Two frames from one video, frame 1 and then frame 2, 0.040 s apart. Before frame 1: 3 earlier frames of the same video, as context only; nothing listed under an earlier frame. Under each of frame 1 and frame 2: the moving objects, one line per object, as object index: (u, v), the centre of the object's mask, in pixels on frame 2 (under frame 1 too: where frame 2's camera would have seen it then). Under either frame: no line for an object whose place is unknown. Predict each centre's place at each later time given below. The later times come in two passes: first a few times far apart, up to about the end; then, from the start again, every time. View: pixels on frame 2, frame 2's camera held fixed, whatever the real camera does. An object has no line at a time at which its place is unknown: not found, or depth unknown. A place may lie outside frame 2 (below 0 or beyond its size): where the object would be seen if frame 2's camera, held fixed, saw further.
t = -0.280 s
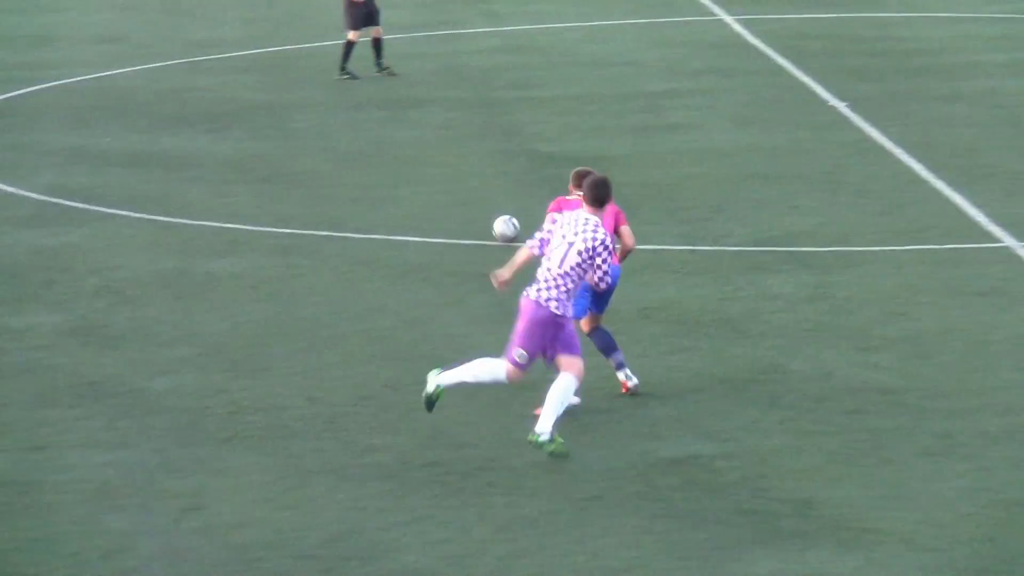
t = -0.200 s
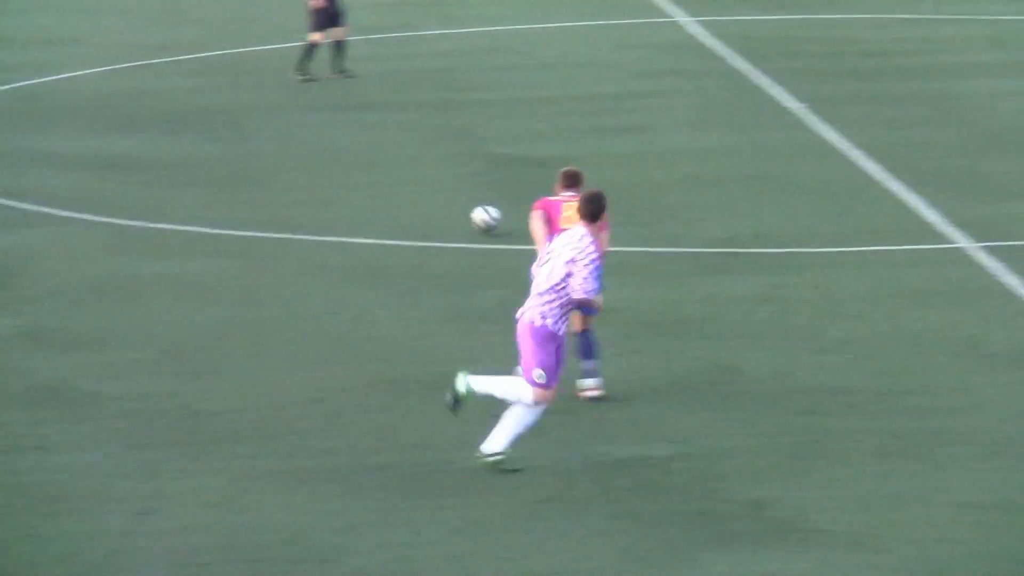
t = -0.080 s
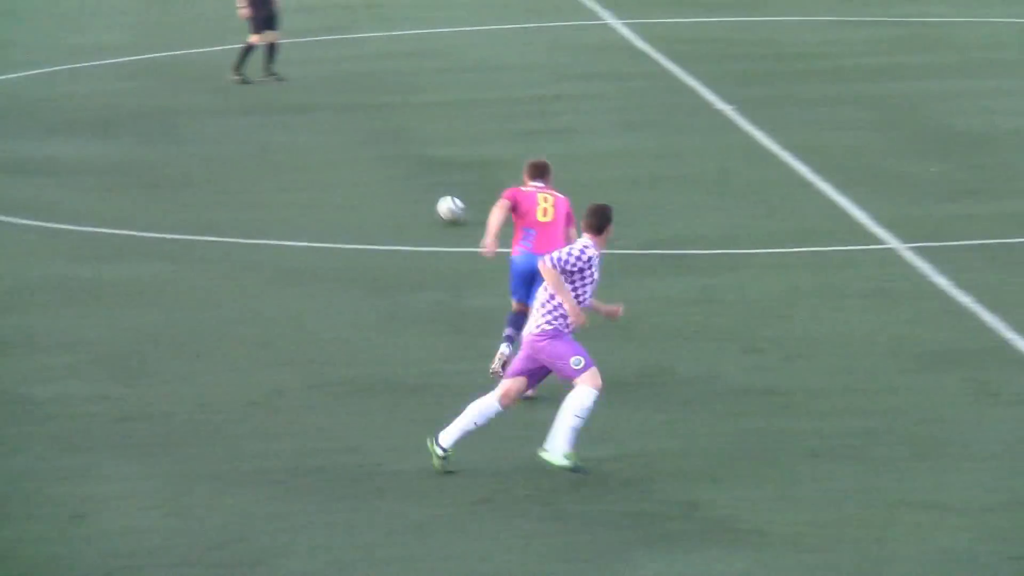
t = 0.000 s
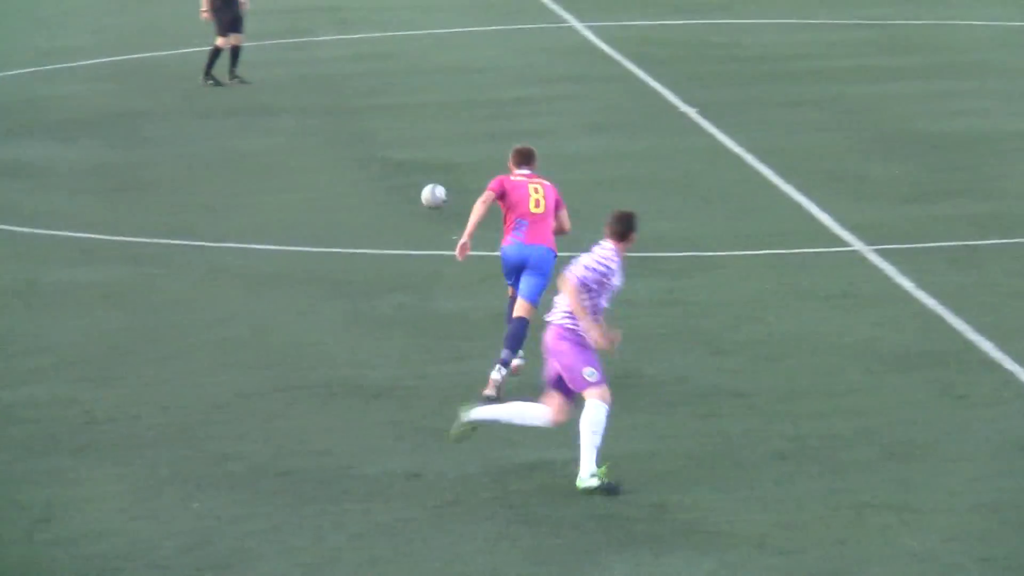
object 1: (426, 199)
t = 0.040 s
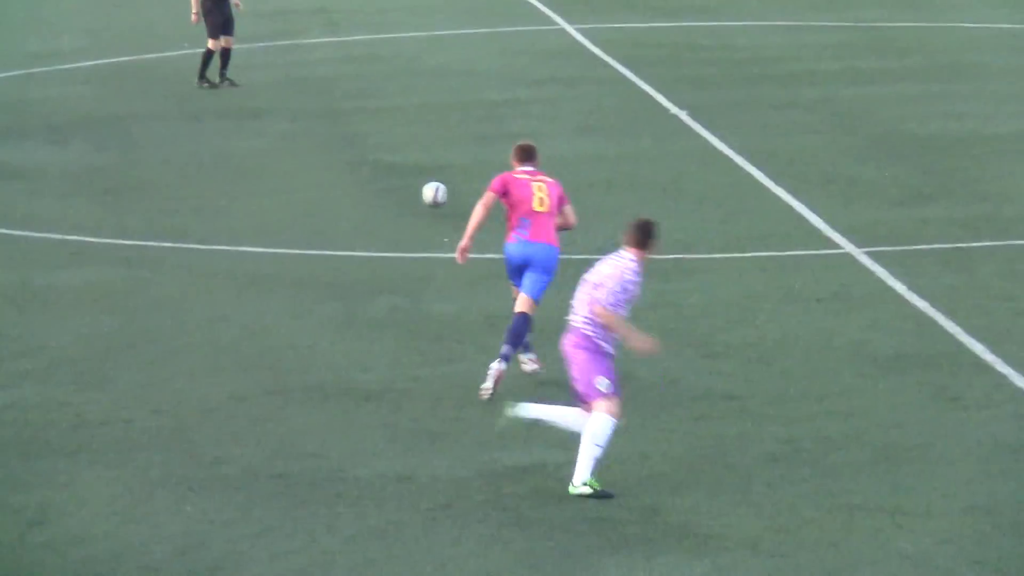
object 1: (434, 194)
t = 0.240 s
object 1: (479, 179)
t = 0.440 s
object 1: (523, 166)
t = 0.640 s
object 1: (565, 155)
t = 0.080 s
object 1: (443, 191)
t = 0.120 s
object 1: (451, 189)
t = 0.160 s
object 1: (461, 190)
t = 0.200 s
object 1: (470, 187)
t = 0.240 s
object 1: (479, 179)
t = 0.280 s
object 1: (488, 175)
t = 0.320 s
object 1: (497, 171)
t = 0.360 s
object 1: (507, 169)
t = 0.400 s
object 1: (516, 171)
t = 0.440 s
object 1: (523, 166)
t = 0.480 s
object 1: (531, 159)
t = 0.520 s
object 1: (540, 157)
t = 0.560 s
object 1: (548, 155)
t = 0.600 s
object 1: (556, 155)
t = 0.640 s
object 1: (565, 155)
